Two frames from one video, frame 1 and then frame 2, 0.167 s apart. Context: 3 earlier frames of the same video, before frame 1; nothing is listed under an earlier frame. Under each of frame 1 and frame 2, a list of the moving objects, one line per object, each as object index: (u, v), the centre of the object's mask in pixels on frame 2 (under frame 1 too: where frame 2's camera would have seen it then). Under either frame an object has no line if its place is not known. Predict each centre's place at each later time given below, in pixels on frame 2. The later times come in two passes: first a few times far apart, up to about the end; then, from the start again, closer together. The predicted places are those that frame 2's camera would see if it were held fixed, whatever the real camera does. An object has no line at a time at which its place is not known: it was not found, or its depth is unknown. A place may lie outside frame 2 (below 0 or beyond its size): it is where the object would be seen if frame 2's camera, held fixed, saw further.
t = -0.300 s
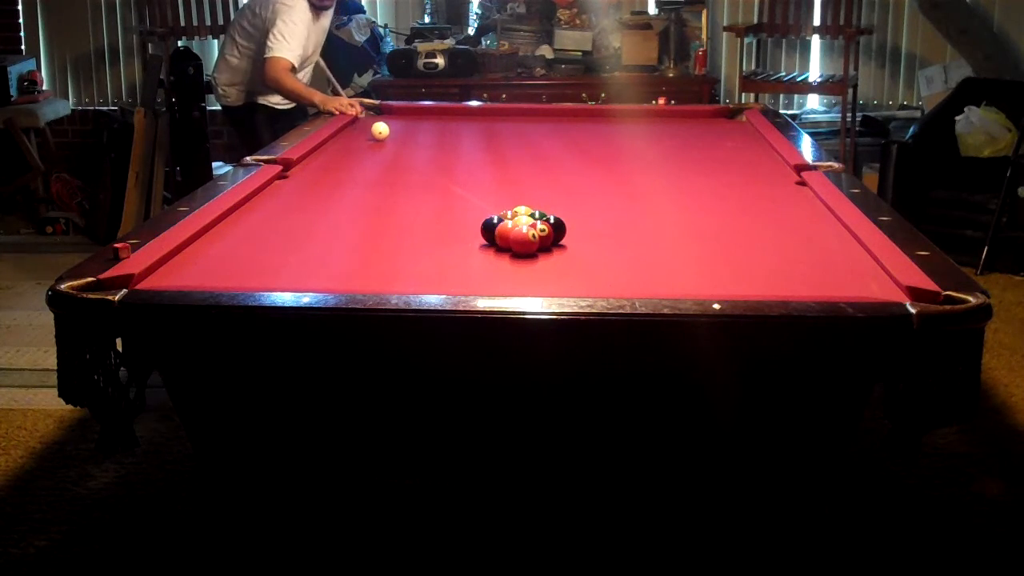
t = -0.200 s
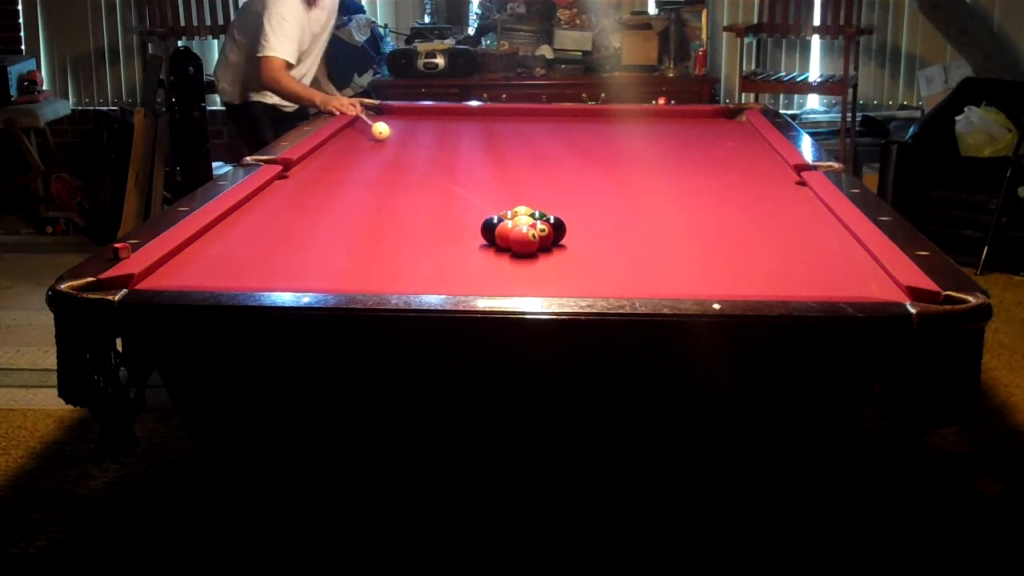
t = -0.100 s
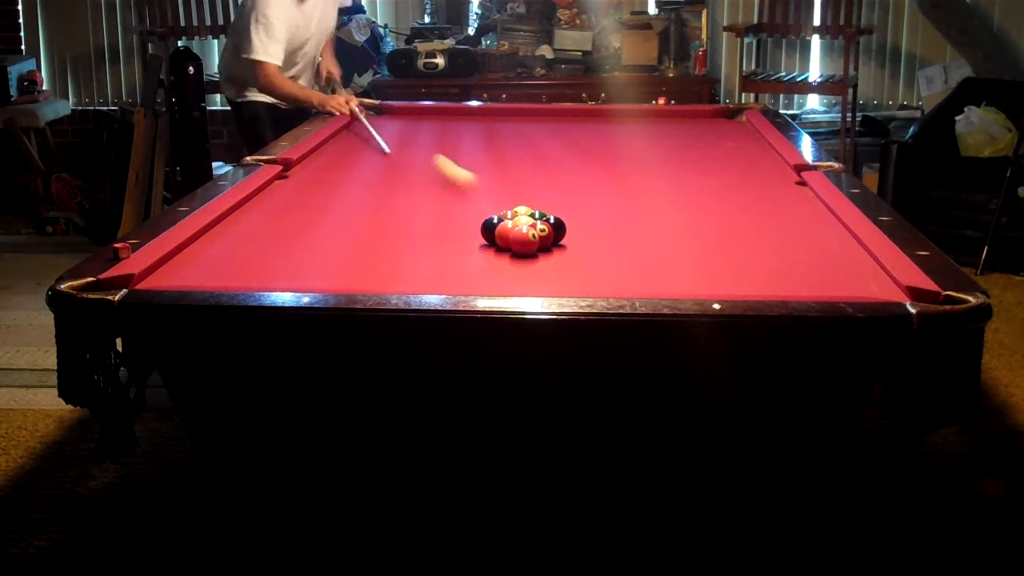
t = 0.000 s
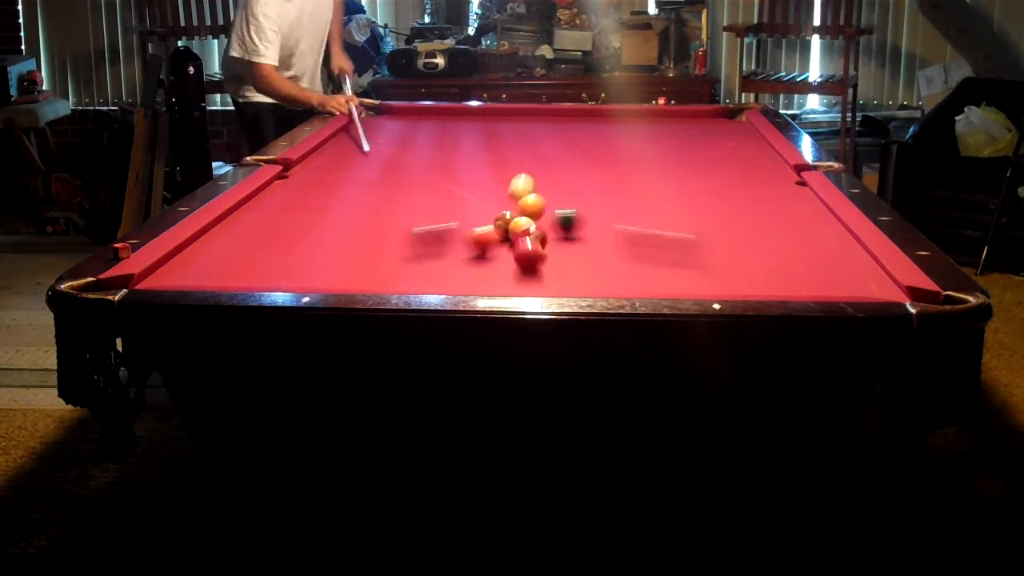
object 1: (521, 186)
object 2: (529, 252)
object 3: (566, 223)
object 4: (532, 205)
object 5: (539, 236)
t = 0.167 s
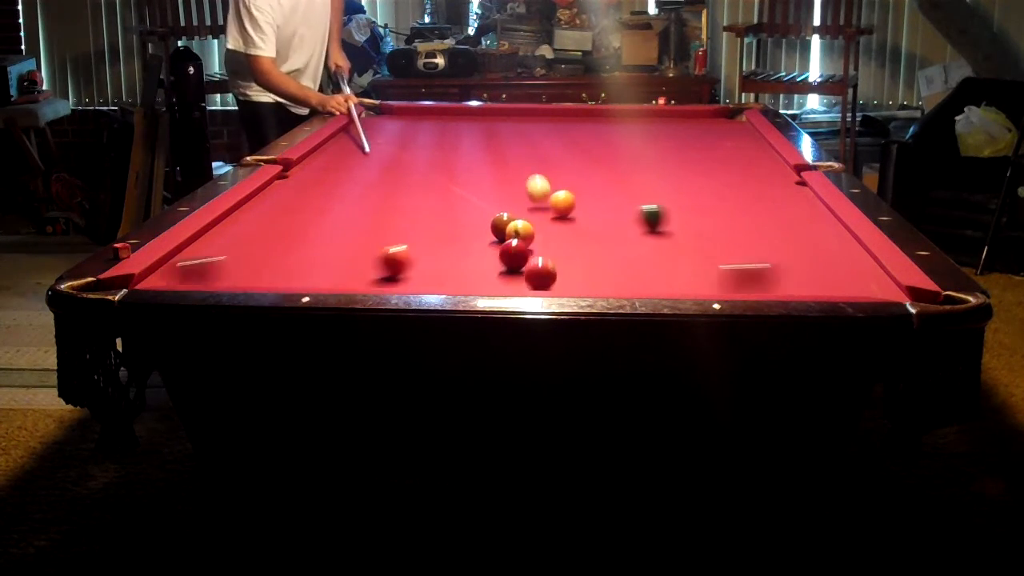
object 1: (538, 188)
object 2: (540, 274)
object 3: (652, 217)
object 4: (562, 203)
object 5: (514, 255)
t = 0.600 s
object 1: (588, 175)
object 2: (593, 220)
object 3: (801, 204)
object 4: (629, 177)
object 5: (468, 280)
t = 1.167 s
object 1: (660, 168)
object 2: (682, 177)
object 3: (672, 190)
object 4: (694, 152)
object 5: (451, 258)
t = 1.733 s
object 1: (695, 161)
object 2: (766, 153)
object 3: (569, 174)
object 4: (743, 132)
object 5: (438, 237)
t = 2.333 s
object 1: (712, 153)
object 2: (706, 136)
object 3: (478, 167)
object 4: (714, 119)
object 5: (427, 221)
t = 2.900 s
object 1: (723, 147)
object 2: (659, 127)
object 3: (408, 159)
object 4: (685, 112)
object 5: (418, 210)
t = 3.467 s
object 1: (704, 144)
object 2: (621, 118)
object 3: (352, 152)
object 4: (661, 116)
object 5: (410, 203)
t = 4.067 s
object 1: (689, 141)
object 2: (589, 111)
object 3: (334, 148)
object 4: (639, 120)
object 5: (405, 199)
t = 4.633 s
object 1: (683, 140)
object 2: (571, 113)
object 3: (357, 145)
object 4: (621, 123)
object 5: (402, 197)
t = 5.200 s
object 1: (683, 140)
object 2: (558, 115)
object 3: (371, 145)
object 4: (608, 125)
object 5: (401, 196)
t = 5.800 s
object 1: (683, 139)
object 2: (548, 116)
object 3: (378, 144)
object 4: (598, 127)
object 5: (401, 196)
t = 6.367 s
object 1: (683, 139)
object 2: (544, 117)
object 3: (378, 144)
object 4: (595, 127)
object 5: (401, 196)
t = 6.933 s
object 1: (683, 139)
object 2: (544, 117)
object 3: (378, 145)
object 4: (595, 127)
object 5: (401, 196)
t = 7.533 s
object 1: (683, 139)
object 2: (545, 117)
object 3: (378, 144)
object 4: (595, 127)
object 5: (401, 196)
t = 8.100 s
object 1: (683, 139)
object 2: (545, 117)
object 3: (378, 144)
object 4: (595, 127)
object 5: (401, 196)
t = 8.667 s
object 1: (683, 139)
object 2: (545, 117)
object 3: (378, 144)
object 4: (595, 127)
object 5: (401, 196)
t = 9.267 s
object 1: (683, 140)
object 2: (545, 117)
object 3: (378, 145)
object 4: (595, 127)
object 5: (401, 196)
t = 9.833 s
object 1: (683, 140)
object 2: (545, 117)
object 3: (378, 145)
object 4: (595, 127)
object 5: (401, 196)
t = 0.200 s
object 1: (542, 185)
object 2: (541, 268)
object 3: (666, 216)
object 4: (568, 201)
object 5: (510, 258)
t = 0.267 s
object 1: (548, 181)
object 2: (542, 256)
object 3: (696, 215)
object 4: (579, 197)
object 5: (503, 264)
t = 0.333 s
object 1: (555, 181)
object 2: (542, 247)
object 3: (725, 212)
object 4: (590, 193)
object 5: (495, 270)
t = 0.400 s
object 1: (563, 179)
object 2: (553, 238)
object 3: (753, 210)
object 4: (600, 189)
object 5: (487, 275)
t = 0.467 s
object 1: (570, 177)
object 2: (567, 231)
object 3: (780, 208)
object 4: (610, 185)
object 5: (478, 279)
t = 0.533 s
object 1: (579, 176)
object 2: (581, 226)
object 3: (807, 207)
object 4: (620, 181)
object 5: (470, 282)
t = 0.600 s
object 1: (588, 175)
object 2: (593, 220)
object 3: (801, 204)
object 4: (629, 177)
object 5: (468, 280)
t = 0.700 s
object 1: (602, 174)
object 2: (611, 211)
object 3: (776, 202)
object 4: (642, 172)
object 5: (464, 277)
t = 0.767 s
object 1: (611, 173)
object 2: (622, 206)
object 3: (760, 200)
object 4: (650, 169)
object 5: (462, 275)
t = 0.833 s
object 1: (620, 172)
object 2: (633, 201)
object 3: (745, 198)
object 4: (658, 166)
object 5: (460, 273)
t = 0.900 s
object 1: (628, 172)
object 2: (643, 196)
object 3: (729, 196)
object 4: (666, 163)
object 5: (458, 270)
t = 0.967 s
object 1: (637, 171)
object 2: (653, 192)
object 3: (714, 194)
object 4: (674, 160)
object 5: (456, 267)
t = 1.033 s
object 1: (645, 170)
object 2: (663, 187)
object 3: (700, 193)
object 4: (680, 157)
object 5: (455, 264)
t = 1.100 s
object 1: (653, 169)
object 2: (670, 183)
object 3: (686, 191)
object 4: (687, 154)
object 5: (453, 261)
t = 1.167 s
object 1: (660, 168)
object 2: (682, 177)
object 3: (672, 190)
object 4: (694, 152)
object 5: (451, 258)
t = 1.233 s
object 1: (668, 167)
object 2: (689, 175)
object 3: (659, 188)
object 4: (700, 149)
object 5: (450, 255)
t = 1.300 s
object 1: (676, 167)
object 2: (697, 172)
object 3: (645, 186)
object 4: (706, 146)
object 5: (448, 253)
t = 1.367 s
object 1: (681, 167)
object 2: (705, 168)
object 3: (632, 185)
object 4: (713, 144)
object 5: (446, 250)
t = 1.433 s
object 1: (684, 166)
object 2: (718, 165)
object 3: (620, 184)
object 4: (719, 142)
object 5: (445, 247)
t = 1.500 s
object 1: (686, 164)
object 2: (729, 162)
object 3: (608, 182)
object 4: (724, 139)
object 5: (443, 245)
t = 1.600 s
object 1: (690, 163)
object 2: (746, 158)
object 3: (590, 180)
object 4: (732, 136)
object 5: (441, 242)
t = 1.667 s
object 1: (692, 162)
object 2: (756, 156)
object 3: (579, 179)
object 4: (738, 134)
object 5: (440, 239)
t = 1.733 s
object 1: (695, 161)
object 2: (766, 153)
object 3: (569, 174)
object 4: (743, 132)
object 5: (438, 237)
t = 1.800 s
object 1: (697, 160)
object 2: (761, 151)
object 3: (556, 176)
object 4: (747, 130)
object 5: (437, 235)
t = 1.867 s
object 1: (699, 159)
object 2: (753, 149)
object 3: (545, 175)
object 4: (744, 129)
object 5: (436, 233)
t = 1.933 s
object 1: (701, 158)
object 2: (746, 147)
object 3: (535, 173)
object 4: (739, 127)
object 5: (434, 232)
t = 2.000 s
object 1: (703, 157)
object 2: (739, 146)
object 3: (525, 172)
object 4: (735, 125)
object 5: (433, 230)
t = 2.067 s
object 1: (705, 156)
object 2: (732, 144)
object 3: (515, 171)
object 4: (731, 124)
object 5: (432, 227)
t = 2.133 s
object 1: (706, 155)
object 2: (725, 143)
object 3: (505, 170)
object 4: (726, 123)
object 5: (431, 226)
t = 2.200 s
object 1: (708, 154)
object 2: (719, 140)
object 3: (496, 169)
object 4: (722, 121)
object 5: (430, 225)
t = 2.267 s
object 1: (710, 153)
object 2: (712, 137)
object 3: (486, 168)
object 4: (718, 120)
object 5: (428, 223)
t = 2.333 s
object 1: (712, 153)
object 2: (706, 136)
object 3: (478, 167)
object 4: (714, 119)
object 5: (427, 221)
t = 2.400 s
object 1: (715, 150)
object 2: (700, 136)
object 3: (469, 166)
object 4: (710, 117)
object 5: (426, 220)
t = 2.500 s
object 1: (713, 149)
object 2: (691, 134)
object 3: (456, 164)
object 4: (705, 115)
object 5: (424, 218)
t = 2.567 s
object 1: (716, 150)
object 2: (685, 133)
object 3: (447, 163)
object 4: (701, 114)
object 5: (423, 217)
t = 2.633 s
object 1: (718, 150)
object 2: (680, 132)
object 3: (439, 162)
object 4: (698, 113)
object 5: (422, 215)
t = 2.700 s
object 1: (719, 149)
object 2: (674, 130)
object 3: (431, 161)
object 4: (695, 113)
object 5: (421, 214)
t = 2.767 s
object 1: (721, 148)
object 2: (669, 129)
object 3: (423, 160)
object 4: (691, 112)
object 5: (420, 213)
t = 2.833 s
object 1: (722, 148)
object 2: (664, 128)
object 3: (416, 159)
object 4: (688, 112)
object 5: (419, 212)
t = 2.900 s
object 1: (723, 147)
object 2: (659, 127)
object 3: (408, 159)
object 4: (685, 112)
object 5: (418, 210)
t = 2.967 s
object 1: (723, 147)
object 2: (654, 126)
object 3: (401, 158)
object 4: (682, 113)
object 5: (417, 210)
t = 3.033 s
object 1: (720, 146)
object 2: (649, 125)
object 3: (394, 157)
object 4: (679, 113)
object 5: (416, 209)
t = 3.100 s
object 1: (717, 146)
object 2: (645, 124)
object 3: (387, 156)
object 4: (676, 113)
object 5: (415, 208)
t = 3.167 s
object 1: (715, 146)
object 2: (640, 123)
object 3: (380, 155)
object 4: (674, 114)
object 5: (414, 207)
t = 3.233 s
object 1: (712, 145)
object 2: (635, 122)
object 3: (373, 154)
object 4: (671, 114)
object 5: (413, 206)
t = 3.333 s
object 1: (708, 144)
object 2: (629, 120)
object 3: (364, 153)
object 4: (667, 115)
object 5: (412, 205)
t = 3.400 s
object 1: (706, 144)
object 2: (625, 119)
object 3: (358, 152)
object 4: (664, 116)
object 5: (411, 204)
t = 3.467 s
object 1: (704, 144)
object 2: (621, 118)
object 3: (352, 152)
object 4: (661, 116)
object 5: (410, 203)
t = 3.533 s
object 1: (702, 143)
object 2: (617, 117)
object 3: (346, 151)
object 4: (658, 117)
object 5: (410, 203)
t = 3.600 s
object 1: (700, 143)
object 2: (613, 116)
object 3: (340, 151)
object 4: (656, 118)
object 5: (409, 202)
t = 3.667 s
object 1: (698, 142)
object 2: (610, 116)
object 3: (334, 150)
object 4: (653, 118)
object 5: (409, 202)
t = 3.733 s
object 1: (696, 142)
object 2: (606, 115)
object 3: (330, 149)
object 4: (651, 118)
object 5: (408, 201)
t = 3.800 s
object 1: (695, 142)
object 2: (603, 114)
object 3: (325, 149)
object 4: (648, 118)
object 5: (407, 201)
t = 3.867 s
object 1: (693, 142)
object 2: (599, 113)
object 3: (324, 148)
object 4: (646, 119)
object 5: (407, 200)
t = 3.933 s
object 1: (692, 141)
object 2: (596, 112)
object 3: (327, 148)
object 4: (643, 119)
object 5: (406, 200)
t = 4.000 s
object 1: (690, 141)
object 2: (592, 112)
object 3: (330, 148)
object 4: (641, 119)
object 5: (406, 200)
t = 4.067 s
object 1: (689, 141)
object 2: (589, 111)
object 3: (334, 148)
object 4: (639, 120)
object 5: (405, 199)
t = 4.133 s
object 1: (688, 141)
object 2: (586, 110)
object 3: (337, 147)
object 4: (637, 120)
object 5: (404, 198)
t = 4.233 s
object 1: (687, 141)
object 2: (583, 111)
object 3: (341, 147)
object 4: (634, 121)
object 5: (404, 198)
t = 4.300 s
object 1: (686, 140)
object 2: (581, 111)
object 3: (344, 146)
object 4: (631, 121)
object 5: (403, 198)
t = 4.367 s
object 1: (685, 140)
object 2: (578, 111)
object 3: (347, 146)
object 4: (629, 121)
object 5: (403, 197)
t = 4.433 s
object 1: (684, 140)
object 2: (576, 111)
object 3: (350, 146)
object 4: (627, 122)
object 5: (403, 197)
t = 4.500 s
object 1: (683, 140)
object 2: (575, 112)
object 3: (352, 146)
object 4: (625, 122)
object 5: (403, 197)
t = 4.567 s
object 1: (683, 140)
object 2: (573, 112)
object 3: (354, 146)
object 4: (623, 123)
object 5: (402, 197)
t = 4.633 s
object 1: (683, 140)
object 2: (571, 113)
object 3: (357, 145)
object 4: (621, 123)
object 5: (402, 197)
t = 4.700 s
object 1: (683, 139)
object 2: (569, 113)
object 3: (359, 145)
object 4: (620, 123)
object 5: (401, 197)
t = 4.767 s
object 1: (683, 139)
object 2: (567, 113)
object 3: (361, 145)
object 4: (618, 124)
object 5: (401, 196)
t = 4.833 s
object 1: (683, 139)
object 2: (566, 114)
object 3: (363, 145)
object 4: (616, 124)
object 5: (401, 196)
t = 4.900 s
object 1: (683, 139)
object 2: (564, 114)
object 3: (365, 145)
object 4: (615, 124)
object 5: (401, 196)
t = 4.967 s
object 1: (683, 139)
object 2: (563, 114)
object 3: (366, 145)
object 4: (613, 125)
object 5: (401, 196)
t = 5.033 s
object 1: (683, 139)
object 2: (561, 114)
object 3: (368, 145)
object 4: (611, 125)
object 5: (401, 196)
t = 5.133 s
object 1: (683, 139)
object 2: (559, 115)
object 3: (370, 145)
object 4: (609, 125)
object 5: (401, 196)
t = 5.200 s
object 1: (683, 140)
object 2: (558, 115)
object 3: (371, 145)
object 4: (608, 125)
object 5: (401, 196)
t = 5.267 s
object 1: (683, 139)
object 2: (557, 115)
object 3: (372, 145)
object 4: (607, 126)
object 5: (401, 196)
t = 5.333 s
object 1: (683, 139)
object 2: (555, 115)
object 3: (373, 145)
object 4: (606, 126)
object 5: (401, 196)
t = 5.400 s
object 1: (683, 139)
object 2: (554, 115)
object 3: (374, 145)
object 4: (604, 126)
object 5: (401, 196)
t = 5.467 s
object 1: (683, 139)
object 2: (553, 116)
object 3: (375, 145)
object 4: (603, 126)
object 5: (401, 196)
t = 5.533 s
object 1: (683, 139)
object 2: (552, 116)
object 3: (376, 144)
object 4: (602, 126)
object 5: (401, 196)
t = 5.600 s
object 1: (683, 139)
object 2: (551, 116)
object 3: (376, 144)
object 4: (601, 126)
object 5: (401, 196)
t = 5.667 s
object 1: (683, 139)
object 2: (550, 116)
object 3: (377, 144)
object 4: (600, 126)
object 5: (401, 196)
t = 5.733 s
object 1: (683, 139)
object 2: (549, 116)
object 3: (378, 145)
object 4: (599, 127)
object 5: (401, 196)
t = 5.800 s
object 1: (683, 139)
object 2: (548, 116)
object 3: (378, 144)
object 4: (598, 127)
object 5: (401, 196)
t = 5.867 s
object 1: (683, 139)
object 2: (547, 116)
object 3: (378, 144)
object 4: (597, 127)
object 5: (401, 196)
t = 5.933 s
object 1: (683, 139)
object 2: (547, 117)
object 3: (378, 144)
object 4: (597, 127)
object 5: (401, 196)
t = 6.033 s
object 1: (683, 139)
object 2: (546, 117)
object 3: (378, 144)
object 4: (596, 127)
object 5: (401, 196)
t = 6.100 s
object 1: (683, 139)
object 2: (546, 117)
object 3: (378, 144)
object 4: (596, 127)
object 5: (401, 196)
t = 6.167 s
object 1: (683, 139)
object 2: (545, 117)
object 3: (378, 144)
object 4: (595, 127)
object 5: (401, 196)
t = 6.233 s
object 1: (683, 139)
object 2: (544, 117)
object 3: (378, 144)
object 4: (595, 127)
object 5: (401, 196)
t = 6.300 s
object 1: (683, 139)
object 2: (544, 117)
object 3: (378, 144)
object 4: (595, 127)
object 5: (401, 196)
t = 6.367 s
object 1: (683, 139)
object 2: (544, 117)
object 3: (378, 144)
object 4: (595, 127)
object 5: (401, 196)
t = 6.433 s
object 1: (683, 139)
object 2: (544, 117)
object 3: (378, 144)
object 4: (595, 127)
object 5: (401, 196)
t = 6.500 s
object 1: (683, 139)
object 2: (544, 117)
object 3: (378, 145)
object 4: (595, 127)
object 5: (401, 196)
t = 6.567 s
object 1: (683, 139)
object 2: (544, 117)
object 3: (378, 145)
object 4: (595, 127)
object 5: (401, 196)
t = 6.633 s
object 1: (683, 139)
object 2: (544, 117)
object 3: (378, 145)
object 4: (595, 127)
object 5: (401, 196)
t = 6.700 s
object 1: (683, 139)
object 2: (544, 117)
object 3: (378, 144)
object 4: (595, 127)
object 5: (401, 196)
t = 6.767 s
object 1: (683, 139)
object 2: (544, 117)
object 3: (378, 145)
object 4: (595, 127)
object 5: (401, 196)
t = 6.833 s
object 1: (683, 139)
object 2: (544, 117)
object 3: (378, 145)
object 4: (595, 127)
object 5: (401, 196)
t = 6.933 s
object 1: (683, 139)
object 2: (544, 117)
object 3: (378, 145)
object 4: (595, 127)
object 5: (401, 196)
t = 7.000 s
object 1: (683, 139)
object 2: (544, 117)
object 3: (378, 145)
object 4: (595, 127)
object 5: (401, 196)
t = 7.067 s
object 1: (683, 139)
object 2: (544, 117)
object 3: (378, 145)
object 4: (595, 127)
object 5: (401, 196)
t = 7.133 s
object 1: (683, 139)
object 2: (544, 117)
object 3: (378, 145)
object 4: (595, 127)
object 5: (401, 196)
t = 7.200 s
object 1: (683, 139)
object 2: (544, 117)
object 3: (378, 145)
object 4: (595, 127)
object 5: (401, 196)
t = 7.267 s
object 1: (683, 139)
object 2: (544, 117)
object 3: (378, 145)
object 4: (595, 127)
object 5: (401, 196)
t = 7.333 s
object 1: (683, 139)
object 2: (545, 117)
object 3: (378, 145)
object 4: (595, 127)
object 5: (401, 196)
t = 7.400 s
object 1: (683, 139)
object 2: (545, 117)
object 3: (378, 145)
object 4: (595, 127)
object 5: (401, 196)
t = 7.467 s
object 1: (683, 139)
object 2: (545, 117)
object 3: (378, 144)
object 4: (595, 127)
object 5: (401, 196)
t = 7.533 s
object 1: (683, 139)
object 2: (545, 117)
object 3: (378, 144)
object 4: (595, 127)
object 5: (401, 196)
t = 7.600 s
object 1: (683, 139)
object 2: (545, 117)
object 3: (378, 144)
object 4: (595, 127)
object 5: (401, 196)
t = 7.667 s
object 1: (683, 139)
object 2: (545, 117)
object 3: (378, 145)
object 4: (595, 127)
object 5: (401, 196)
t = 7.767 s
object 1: (683, 140)
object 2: (545, 117)
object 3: (378, 144)
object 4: (595, 127)
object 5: (401, 196)
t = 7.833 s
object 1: (683, 139)
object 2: (545, 117)
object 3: (378, 145)
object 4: (595, 127)
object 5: (401, 196)
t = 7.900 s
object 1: (683, 139)
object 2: (545, 117)
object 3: (378, 144)
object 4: (595, 127)
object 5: (401, 196)
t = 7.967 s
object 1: (683, 139)
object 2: (545, 117)
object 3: (378, 145)
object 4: (595, 127)
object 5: (401, 196)
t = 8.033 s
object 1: (683, 139)
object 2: (545, 117)
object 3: (378, 144)
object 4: (595, 127)
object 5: (401, 196)
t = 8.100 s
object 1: (683, 139)
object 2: (545, 117)
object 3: (378, 144)
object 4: (595, 127)
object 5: (401, 196)
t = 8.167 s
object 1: (683, 139)
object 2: (545, 117)
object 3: (378, 144)
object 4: (595, 127)
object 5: (401, 196)
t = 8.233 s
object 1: (683, 139)
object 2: (545, 117)
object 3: (378, 145)
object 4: (595, 127)
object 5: (401, 196)
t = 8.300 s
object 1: (683, 139)
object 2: (545, 117)
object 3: (378, 145)
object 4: (595, 127)
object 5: (401, 196)
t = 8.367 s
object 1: (683, 139)
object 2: (545, 117)
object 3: (378, 145)
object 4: (595, 127)
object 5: (401, 196)
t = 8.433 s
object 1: (683, 139)
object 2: (545, 117)
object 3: (378, 145)
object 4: (595, 127)
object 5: (401, 196)
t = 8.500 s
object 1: (683, 139)
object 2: (545, 117)
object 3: (378, 145)
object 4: (595, 127)
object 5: (401, 196)
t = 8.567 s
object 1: (683, 139)
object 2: (545, 117)
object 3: (378, 145)
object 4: (595, 127)
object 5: (401, 196)
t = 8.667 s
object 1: (683, 139)
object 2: (545, 117)
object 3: (378, 144)
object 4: (595, 127)
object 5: (401, 196)
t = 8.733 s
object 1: (683, 139)
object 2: (545, 117)
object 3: (378, 145)
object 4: (595, 127)
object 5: (401, 196)
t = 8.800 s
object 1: (683, 140)
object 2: (545, 117)
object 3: (378, 145)
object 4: (595, 127)
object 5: (401, 196)
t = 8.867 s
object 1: (683, 140)
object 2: (545, 117)
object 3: (378, 145)
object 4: (595, 127)
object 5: (401, 196)
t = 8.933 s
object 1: (683, 139)
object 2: (545, 117)
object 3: (378, 145)
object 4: (595, 127)
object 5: (401, 196)
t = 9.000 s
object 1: (683, 140)
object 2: (545, 117)
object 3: (378, 145)
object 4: (595, 127)
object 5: (401, 196)
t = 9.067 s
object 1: (683, 140)
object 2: (545, 117)
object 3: (378, 145)
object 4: (595, 127)
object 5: (401, 196)
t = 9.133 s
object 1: (683, 139)
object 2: (545, 117)
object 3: (378, 145)
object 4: (595, 127)
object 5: (401, 196)
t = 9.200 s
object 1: (683, 140)
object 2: (545, 117)
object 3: (378, 145)
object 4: (595, 127)
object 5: (401, 196)
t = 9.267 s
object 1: (683, 140)
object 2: (545, 117)
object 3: (378, 145)
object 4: (595, 127)
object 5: (401, 196)
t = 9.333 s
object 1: (683, 140)
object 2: (545, 117)
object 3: (378, 145)
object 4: (595, 127)
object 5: (401, 196)
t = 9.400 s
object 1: (683, 140)
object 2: (545, 117)
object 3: (378, 145)
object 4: (595, 127)
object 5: (401, 196)
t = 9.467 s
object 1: (683, 140)
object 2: (545, 117)
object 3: (378, 144)
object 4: (595, 127)
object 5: (401, 196)
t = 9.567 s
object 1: (683, 140)
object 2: (545, 117)
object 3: (378, 145)
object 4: (595, 127)
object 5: (401, 196)
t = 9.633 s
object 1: (683, 140)
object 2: (545, 117)
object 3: (378, 145)
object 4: (595, 127)
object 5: (401, 196)
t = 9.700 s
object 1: (683, 140)
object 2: (545, 117)
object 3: (378, 145)
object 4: (595, 127)
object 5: (401, 196)
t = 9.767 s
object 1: (683, 140)
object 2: (545, 117)
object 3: (378, 144)
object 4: (595, 127)
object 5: (401, 196)
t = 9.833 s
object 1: (683, 140)
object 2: (545, 117)
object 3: (378, 145)
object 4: (595, 127)
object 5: (401, 196)
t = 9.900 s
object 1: (683, 140)
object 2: (545, 117)
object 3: (378, 145)
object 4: (595, 127)
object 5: (401, 196)
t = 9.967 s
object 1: (683, 140)
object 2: (545, 117)
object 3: (378, 144)
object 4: (595, 127)
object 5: (401, 196)
